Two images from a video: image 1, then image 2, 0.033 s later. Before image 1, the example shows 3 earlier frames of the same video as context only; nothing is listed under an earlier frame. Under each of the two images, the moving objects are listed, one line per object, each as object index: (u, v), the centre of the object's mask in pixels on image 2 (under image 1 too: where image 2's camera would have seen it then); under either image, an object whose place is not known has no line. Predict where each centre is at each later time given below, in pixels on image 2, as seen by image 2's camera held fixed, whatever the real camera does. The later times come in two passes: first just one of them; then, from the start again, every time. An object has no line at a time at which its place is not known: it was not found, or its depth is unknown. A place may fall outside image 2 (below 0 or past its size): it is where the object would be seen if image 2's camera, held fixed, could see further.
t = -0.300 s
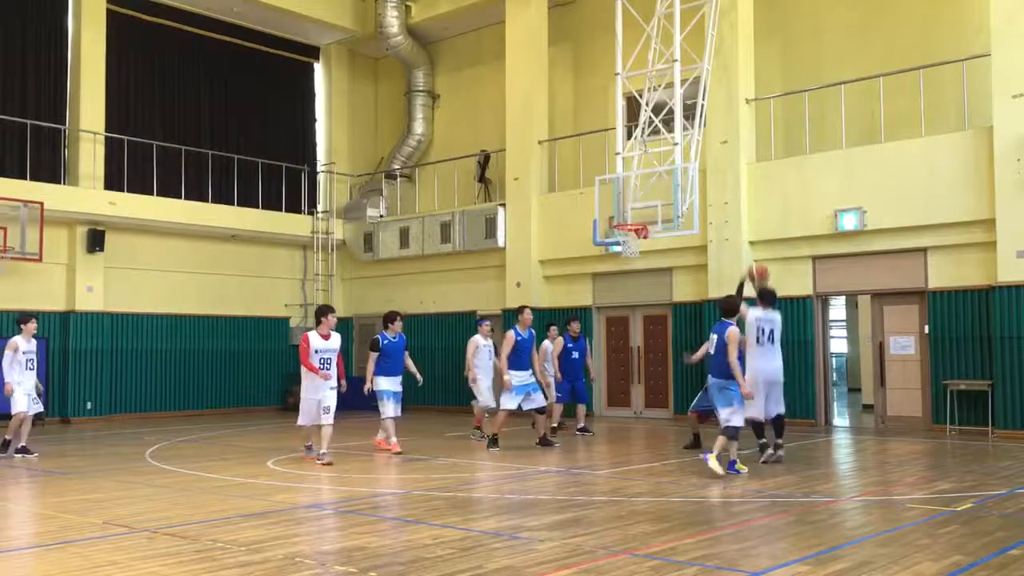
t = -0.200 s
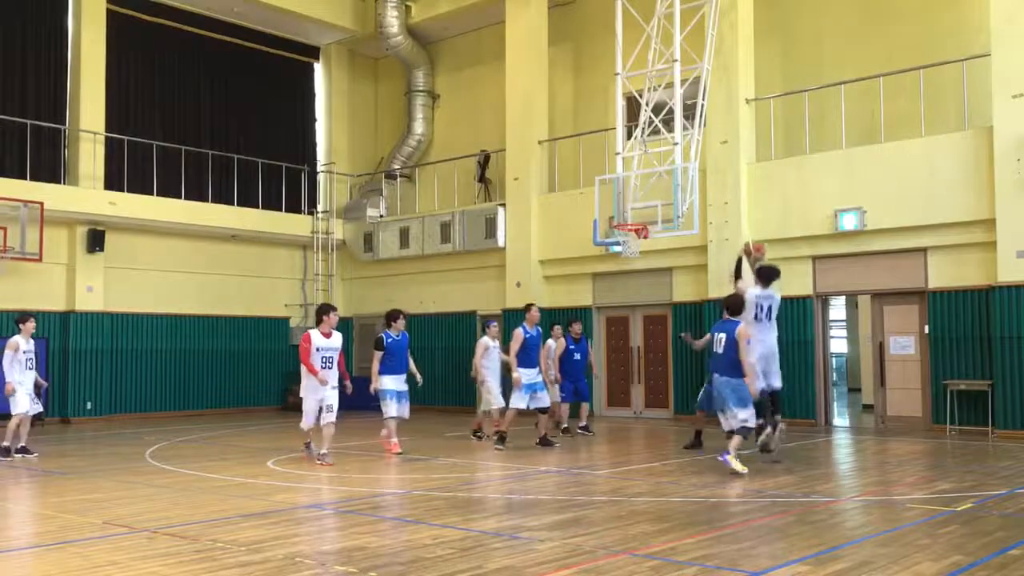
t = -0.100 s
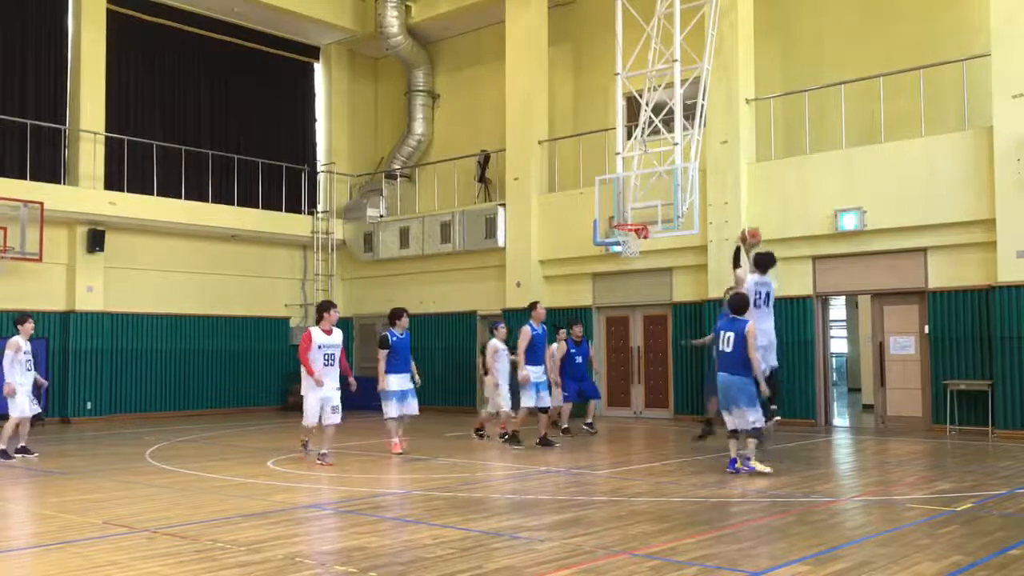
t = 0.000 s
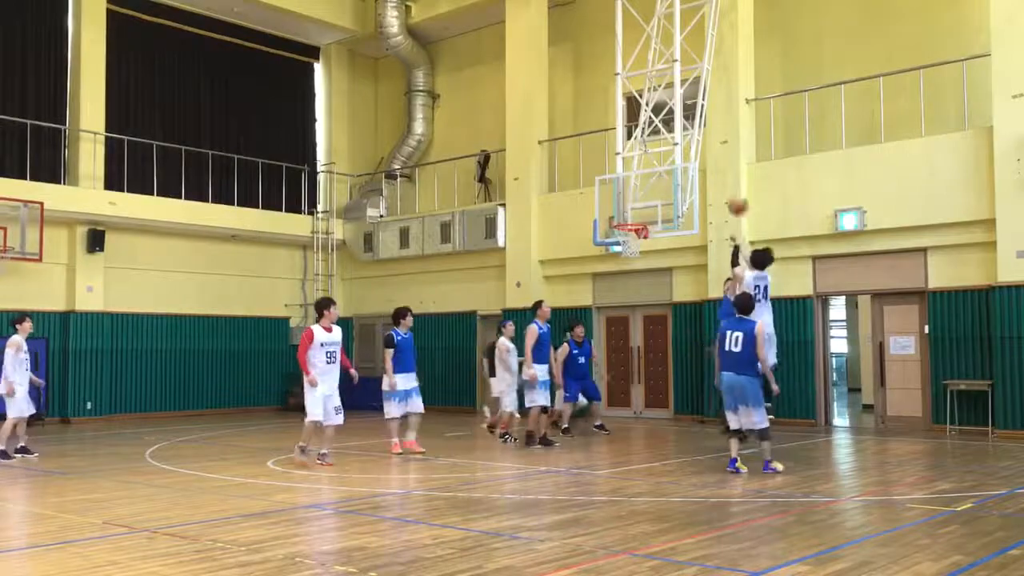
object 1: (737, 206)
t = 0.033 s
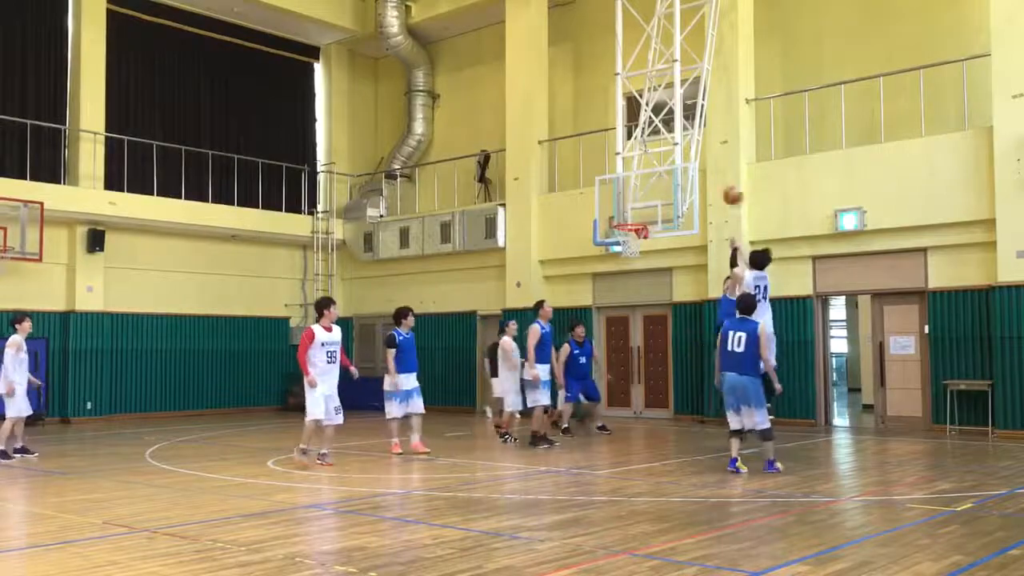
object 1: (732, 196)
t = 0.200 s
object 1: (710, 160)
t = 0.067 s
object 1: (727, 186)
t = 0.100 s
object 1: (722, 179)
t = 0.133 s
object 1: (718, 171)
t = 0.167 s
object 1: (714, 164)
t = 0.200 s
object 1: (710, 160)
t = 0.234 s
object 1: (704, 157)
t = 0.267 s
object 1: (699, 154)
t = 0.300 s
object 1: (696, 151)
